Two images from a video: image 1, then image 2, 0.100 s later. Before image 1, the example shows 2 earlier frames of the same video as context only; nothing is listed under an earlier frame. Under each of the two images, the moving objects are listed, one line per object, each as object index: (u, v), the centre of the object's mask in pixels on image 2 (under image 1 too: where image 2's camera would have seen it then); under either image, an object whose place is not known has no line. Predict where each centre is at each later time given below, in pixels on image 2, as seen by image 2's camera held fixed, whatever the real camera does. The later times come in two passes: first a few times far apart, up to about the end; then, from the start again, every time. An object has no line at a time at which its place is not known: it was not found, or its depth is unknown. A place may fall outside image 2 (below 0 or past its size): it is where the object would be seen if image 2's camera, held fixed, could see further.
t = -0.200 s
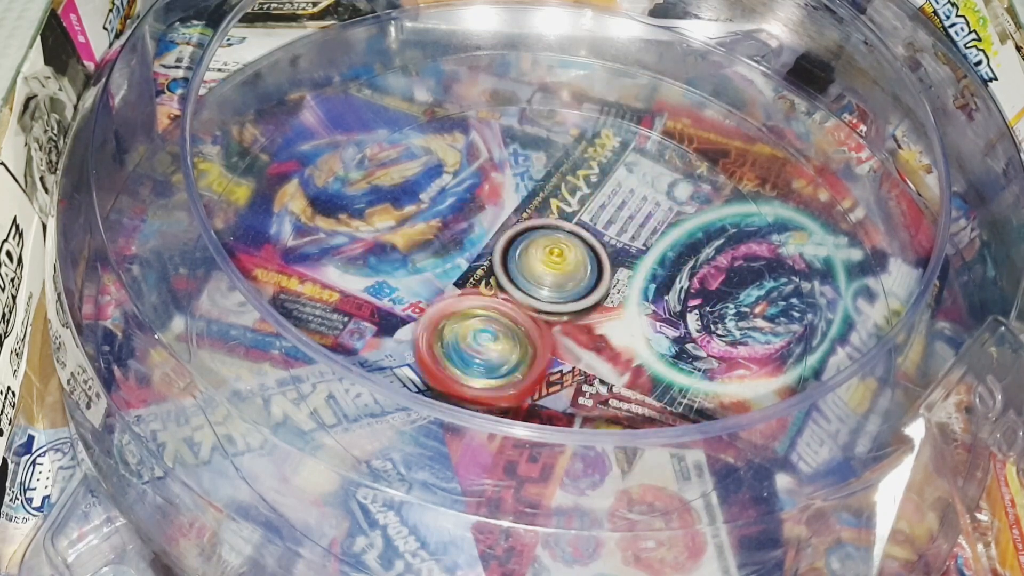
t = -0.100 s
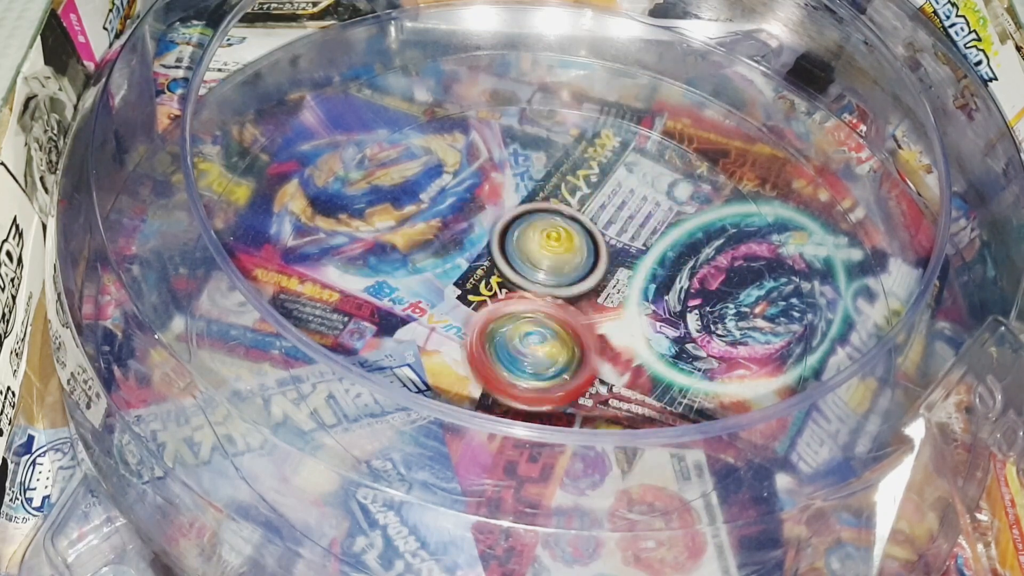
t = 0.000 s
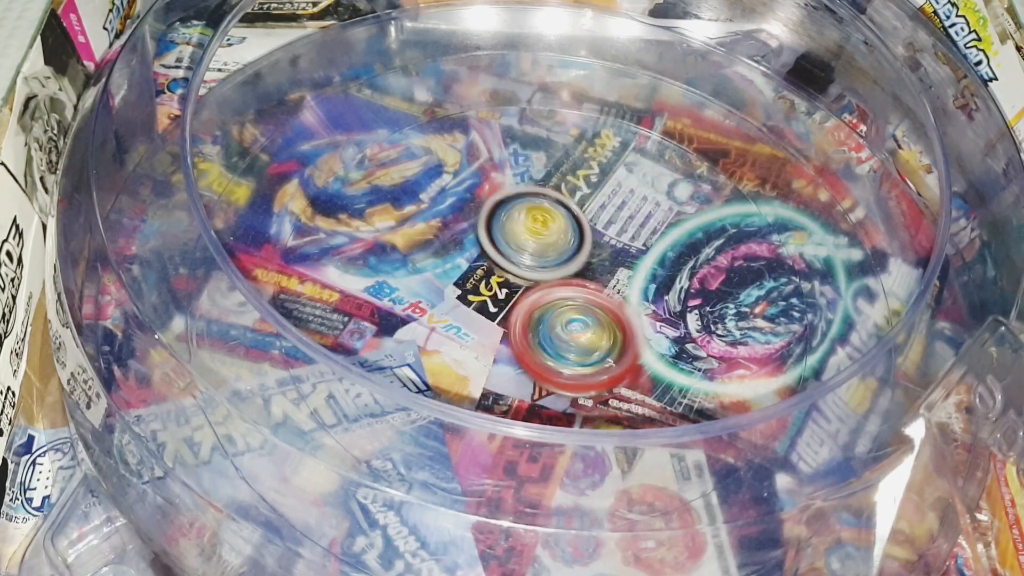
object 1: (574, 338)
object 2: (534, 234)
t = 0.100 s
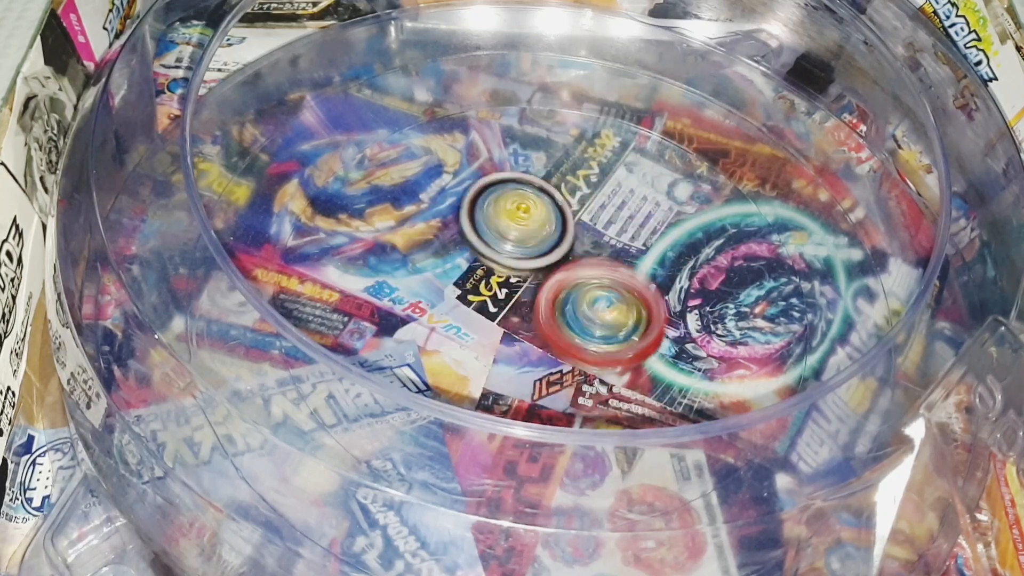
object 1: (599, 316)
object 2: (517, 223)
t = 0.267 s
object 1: (603, 270)
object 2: (477, 224)
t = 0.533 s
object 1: (614, 239)
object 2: (431, 272)
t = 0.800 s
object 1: (601, 243)
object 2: (492, 323)
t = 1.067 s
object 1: (610, 237)
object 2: (555, 333)
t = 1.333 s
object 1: (566, 222)
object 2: (576, 328)
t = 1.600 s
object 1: (508, 247)
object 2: (602, 330)
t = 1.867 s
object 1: (461, 265)
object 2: (600, 309)
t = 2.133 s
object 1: (440, 281)
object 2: (582, 290)
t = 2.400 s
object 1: (418, 258)
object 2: (568, 288)
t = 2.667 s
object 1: (379, 215)
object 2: (549, 292)
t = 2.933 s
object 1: (424, 212)
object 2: (520, 299)
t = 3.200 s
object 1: (468, 177)
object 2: (568, 312)
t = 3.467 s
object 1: (531, 139)
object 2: (582, 340)
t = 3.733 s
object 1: (564, 143)
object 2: (603, 339)
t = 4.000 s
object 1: (610, 207)
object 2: (572, 320)
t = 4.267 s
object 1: (644, 246)
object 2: (521, 323)
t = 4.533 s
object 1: (625, 303)
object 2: (485, 307)
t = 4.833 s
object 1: (637, 353)
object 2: (446, 268)
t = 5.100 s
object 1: (580, 354)
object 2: (481, 257)
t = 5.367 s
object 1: (532, 363)
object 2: (524, 231)
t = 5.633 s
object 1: (503, 324)
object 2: (570, 237)
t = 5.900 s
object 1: (446, 303)
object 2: (647, 239)
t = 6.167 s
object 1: (481, 278)
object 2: (624, 277)
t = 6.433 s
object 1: (493, 249)
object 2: (605, 318)
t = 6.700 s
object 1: (528, 232)
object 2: (550, 337)
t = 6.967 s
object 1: (560, 240)
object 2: (496, 326)
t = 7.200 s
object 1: (591, 256)
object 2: (456, 306)
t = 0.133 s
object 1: (603, 304)
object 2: (510, 223)
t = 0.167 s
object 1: (605, 295)
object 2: (502, 221)
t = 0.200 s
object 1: (605, 286)
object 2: (493, 221)
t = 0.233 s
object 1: (603, 277)
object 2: (486, 223)
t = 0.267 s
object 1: (603, 270)
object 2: (477, 224)
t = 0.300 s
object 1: (598, 262)
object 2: (471, 228)
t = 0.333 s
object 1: (595, 257)
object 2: (465, 234)
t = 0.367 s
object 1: (593, 252)
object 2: (458, 238)
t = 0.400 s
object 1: (587, 247)
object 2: (456, 246)
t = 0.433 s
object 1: (589, 247)
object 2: (447, 251)
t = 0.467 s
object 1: (602, 247)
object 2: (433, 257)
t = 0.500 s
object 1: (610, 244)
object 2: (429, 264)
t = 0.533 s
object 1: (614, 239)
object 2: (431, 272)
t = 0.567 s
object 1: (616, 234)
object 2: (436, 280)
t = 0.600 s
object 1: (616, 230)
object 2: (444, 288)
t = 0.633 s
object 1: (614, 230)
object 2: (454, 295)
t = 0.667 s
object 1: (611, 230)
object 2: (465, 301)
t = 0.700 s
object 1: (604, 233)
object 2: (477, 306)
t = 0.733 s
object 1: (595, 239)
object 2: (490, 310)
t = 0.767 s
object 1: (591, 244)
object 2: (497, 314)
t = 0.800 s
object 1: (601, 243)
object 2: (492, 323)
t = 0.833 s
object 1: (607, 243)
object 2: (494, 328)
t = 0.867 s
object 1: (610, 242)
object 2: (504, 332)
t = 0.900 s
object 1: (611, 241)
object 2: (514, 334)
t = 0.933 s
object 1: (612, 240)
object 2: (526, 334)
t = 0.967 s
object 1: (610, 242)
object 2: (536, 334)
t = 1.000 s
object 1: (609, 243)
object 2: (544, 333)
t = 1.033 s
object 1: (609, 240)
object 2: (550, 334)
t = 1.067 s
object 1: (610, 237)
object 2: (555, 333)
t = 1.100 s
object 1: (610, 232)
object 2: (558, 334)
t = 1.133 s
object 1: (608, 225)
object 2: (558, 335)
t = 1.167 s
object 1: (604, 221)
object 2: (562, 333)
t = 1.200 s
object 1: (598, 220)
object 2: (566, 329)
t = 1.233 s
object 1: (590, 222)
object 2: (570, 327)
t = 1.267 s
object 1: (583, 220)
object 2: (572, 328)
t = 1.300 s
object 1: (575, 221)
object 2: (574, 327)
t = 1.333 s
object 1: (566, 222)
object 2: (576, 328)
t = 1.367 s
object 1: (557, 219)
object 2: (578, 332)
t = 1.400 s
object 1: (547, 222)
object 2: (581, 332)
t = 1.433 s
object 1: (540, 226)
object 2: (584, 331)
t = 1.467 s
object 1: (532, 229)
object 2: (588, 332)
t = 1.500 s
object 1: (525, 235)
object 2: (590, 332)
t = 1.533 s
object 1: (518, 239)
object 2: (593, 331)
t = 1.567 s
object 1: (514, 245)
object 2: (598, 328)
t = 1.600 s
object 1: (508, 247)
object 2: (602, 330)
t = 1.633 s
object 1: (503, 252)
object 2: (604, 326)
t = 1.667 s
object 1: (498, 254)
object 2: (607, 325)
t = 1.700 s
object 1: (487, 249)
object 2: (615, 329)
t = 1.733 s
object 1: (477, 247)
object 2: (616, 326)
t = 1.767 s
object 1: (468, 248)
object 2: (615, 322)
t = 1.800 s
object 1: (463, 251)
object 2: (612, 317)
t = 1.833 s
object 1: (460, 258)
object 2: (607, 313)
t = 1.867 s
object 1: (461, 265)
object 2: (600, 309)
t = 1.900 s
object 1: (463, 270)
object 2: (597, 308)
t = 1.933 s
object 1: (447, 266)
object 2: (609, 309)
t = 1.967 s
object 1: (438, 264)
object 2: (614, 309)
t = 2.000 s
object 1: (434, 265)
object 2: (612, 306)
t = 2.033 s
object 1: (430, 268)
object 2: (606, 301)
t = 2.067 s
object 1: (429, 272)
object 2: (599, 297)
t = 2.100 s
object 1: (433, 276)
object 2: (591, 293)
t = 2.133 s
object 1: (440, 281)
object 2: (582, 290)
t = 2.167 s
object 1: (442, 279)
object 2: (579, 289)
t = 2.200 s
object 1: (430, 272)
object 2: (591, 293)
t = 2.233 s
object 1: (424, 269)
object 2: (596, 294)
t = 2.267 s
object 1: (421, 266)
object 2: (596, 294)
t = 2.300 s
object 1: (419, 265)
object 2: (590, 294)
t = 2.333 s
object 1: (418, 263)
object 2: (582, 292)
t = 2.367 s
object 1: (418, 261)
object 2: (575, 289)
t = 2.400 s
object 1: (418, 258)
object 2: (568, 288)
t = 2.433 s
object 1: (418, 254)
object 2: (561, 288)
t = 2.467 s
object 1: (419, 251)
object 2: (553, 287)
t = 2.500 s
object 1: (419, 246)
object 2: (549, 287)
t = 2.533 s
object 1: (405, 235)
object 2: (558, 292)
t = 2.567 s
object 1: (395, 227)
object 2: (561, 294)
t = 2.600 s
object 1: (388, 222)
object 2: (558, 295)
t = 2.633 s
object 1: (383, 218)
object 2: (553, 294)
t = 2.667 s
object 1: (379, 215)
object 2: (549, 292)
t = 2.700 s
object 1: (377, 211)
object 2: (544, 291)
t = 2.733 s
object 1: (377, 207)
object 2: (540, 291)
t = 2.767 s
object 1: (380, 205)
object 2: (535, 292)
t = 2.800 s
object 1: (386, 204)
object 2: (530, 292)
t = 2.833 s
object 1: (394, 205)
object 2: (526, 292)
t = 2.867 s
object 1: (403, 206)
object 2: (523, 294)
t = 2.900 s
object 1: (413, 209)
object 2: (521, 296)
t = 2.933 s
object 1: (424, 212)
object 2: (520, 299)
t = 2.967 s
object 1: (426, 204)
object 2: (529, 310)
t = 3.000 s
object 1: (431, 195)
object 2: (537, 318)
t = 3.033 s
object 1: (437, 189)
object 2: (543, 321)
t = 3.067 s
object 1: (442, 185)
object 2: (549, 321)
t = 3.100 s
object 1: (446, 182)
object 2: (555, 321)
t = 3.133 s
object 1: (453, 179)
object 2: (560, 319)
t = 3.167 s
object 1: (460, 177)
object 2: (564, 316)
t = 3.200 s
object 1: (468, 177)
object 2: (568, 312)
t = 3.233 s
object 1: (476, 176)
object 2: (571, 307)
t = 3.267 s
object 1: (485, 177)
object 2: (574, 303)
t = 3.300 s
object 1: (494, 179)
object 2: (574, 299)
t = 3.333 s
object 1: (504, 181)
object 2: (574, 294)
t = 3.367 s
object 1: (514, 184)
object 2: (573, 290)
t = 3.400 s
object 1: (523, 180)
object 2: (573, 296)
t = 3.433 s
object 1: (527, 156)
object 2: (579, 321)
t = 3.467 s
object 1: (531, 139)
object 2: (582, 340)
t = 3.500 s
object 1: (537, 128)
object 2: (583, 349)
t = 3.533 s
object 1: (541, 124)
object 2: (583, 352)
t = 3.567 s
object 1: (545, 124)
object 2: (585, 351)
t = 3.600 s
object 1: (548, 125)
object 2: (589, 349)
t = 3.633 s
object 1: (551, 128)
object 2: (593, 347)
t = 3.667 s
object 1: (554, 132)
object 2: (596, 345)
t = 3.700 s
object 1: (559, 137)
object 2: (600, 343)
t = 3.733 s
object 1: (564, 143)
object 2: (603, 339)
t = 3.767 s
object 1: (570, 151)
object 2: (606, 336)
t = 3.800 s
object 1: (576, 160)
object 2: (606, 334)
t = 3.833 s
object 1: (582, 170)
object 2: (606, 327)
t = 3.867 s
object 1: (588, 180)
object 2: (603, 322)
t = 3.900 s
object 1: (592, 191)
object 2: (598, 318)
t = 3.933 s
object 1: (597, 202)
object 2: (592, 312)
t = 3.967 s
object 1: (602, 209)
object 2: (585, 312)
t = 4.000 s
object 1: (610, 207)
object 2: (572, 320)
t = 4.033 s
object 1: (618, 208)
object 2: (561, 322)
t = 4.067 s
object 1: (624, 212)
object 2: (554, 323)
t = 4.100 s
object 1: (629, 217)
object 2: (548, 325)
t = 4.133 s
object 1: (634, 221)
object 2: (542, 325)
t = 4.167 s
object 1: (637, 227)
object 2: (537, 324)
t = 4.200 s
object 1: (640, 233)
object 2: (531, 324)
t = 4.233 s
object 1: (643, 240)
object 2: (526, 324)
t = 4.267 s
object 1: (644, 246)
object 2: (521, 323)
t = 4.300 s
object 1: (643, 254)
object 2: (517, 322)
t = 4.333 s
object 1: (641, 262)
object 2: (514, 321)
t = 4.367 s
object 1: (639, 270)
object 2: (509, 320)
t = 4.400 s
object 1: (637, 277)
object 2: (506, 318)
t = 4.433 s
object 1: (633, 284)
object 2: (503, 316)
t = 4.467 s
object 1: (627, 291)
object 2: (499, 314)
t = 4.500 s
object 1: (626, 297)
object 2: (491, 310)
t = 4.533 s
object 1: (625, 303)
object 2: (485, 307)
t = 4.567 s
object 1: (623, 309)
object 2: (481, 305)
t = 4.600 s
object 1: (618, 314)
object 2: (477, 304)
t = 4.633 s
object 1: (613, 320)
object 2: (475, 301)
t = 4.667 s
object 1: (607, 325)
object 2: (473, 299)
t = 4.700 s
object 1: (619, 334)
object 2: (460, 289)
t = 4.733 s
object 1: (633, 340)
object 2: (450, 279)
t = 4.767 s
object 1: (639, 345)
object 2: (446, 273)
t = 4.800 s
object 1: (639, 349)
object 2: (446, 269)
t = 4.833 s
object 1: (637, 353)
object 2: (446, 268)
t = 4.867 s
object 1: (633, 356)
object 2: (448, 266)
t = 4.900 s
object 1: (627, 358)
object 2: (451, 264)
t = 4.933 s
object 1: (621, 360)
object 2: (454, 263)
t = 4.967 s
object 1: (615, 361)
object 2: (459, 262)
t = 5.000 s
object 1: (606, 361)
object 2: (464, 260)
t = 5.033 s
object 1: (597, 360)
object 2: (470, 258)
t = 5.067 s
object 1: (589, 357)
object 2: (475, 258)
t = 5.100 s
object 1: (580, 354)
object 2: (481, 257)
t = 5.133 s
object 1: (570, 351)
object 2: (488, 257)
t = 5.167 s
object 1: (560, 350)
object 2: (494, 256)
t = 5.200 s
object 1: (556, 357)
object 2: (498, 247)
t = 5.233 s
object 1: (552, 362)
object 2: (503, 239)
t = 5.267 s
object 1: (546, 363)
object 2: (508, 237)
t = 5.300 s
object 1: (543, 364)
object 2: (513, 234)
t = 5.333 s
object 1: (538, 364)
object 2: (518, 232)
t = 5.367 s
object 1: (532, 363)
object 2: (524, 231)
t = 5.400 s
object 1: (529, 360)
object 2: (529, 230)
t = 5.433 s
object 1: (522, 358)
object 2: (535, 229)
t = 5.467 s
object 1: (516, 353)
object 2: (541, 230)
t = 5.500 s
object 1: (514, 349)
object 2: (547, 230)
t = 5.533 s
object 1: (509, 344)
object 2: (553, 232)
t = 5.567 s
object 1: (506, 337)
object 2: (558, 233)
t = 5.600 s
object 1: (505, 331)
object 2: (564, 235)
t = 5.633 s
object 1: (503, 324)
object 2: (570, 237)
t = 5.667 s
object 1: (502, 318)
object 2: (576, 240)
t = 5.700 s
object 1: (484, 317)
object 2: (592, 237)
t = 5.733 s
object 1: (464, 317)
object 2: (612, 231)
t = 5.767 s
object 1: (453, 316)
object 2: (628, 230)
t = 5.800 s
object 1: (450, 312)
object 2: (638, 231)
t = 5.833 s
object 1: (447, 309)
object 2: (643, 233)
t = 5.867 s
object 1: (447, 306)
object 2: (645, 236)
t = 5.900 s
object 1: (446, 303)
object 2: (647, 239)
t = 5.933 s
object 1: (446, 299)
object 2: (647, 243)
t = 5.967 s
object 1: (448, 295)
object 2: (646, 247)
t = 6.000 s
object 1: (451, 291)
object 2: (644, 252)
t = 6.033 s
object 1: (455, 289)
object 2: (642, 257)
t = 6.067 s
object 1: (460, 284)
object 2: (638, 263)
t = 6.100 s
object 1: (466, 282)
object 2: (634, 268)
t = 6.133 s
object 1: (475, 280)
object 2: (630, 273)
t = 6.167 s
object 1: (481, 278)
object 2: (624, 277)
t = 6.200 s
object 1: (489, 276)
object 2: (617, 281)
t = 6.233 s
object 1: (481, 268)
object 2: (623, 288)
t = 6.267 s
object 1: (473, 261)
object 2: (626, 297)
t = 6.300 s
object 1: (476, 257)
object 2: (622, 303)
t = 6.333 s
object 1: (480, 256)
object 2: (617, 306)
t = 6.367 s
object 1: (487, 256)
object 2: (612, 309)
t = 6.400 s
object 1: (491, 255)
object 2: (605, 312)
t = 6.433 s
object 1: (493, 249)
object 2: (605, 318)
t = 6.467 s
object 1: (495, 243)
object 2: (602, 325)
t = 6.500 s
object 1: (502, 240)
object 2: (597, 330)
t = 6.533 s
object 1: (507, 241)
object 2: (590, 331)
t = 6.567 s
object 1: (512, 241)
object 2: (583, 329)
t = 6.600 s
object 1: (515, 236)
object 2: (577, 332)
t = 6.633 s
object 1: (520, 232)
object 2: (568, 340)
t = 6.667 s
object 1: (524, 231)
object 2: (558, 339)
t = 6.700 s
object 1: (528, 232)
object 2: (550, 337)
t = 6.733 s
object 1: (533, 227)
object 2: (541, 340)
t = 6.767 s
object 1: (541, 226)
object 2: (530, 342)
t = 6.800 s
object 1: (544, 225)
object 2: (523, 342)
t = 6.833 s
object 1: (549, 228)
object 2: (516, 339)
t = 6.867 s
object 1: (552, 229)
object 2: (510, 337)
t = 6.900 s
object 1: (555, 233)
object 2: (505, 334)
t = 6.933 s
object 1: (558, 235)
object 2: (500, 330)
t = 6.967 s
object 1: (560, 240)
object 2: (496, 326)
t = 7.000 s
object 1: (562, 242)
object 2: (490, 322)
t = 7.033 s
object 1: (576, 240)
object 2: (475, 324)
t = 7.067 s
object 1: (588, 238)
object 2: (463, 322)
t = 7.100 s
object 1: (594, 245)
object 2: (460, 319)
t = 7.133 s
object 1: (592, 249)
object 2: (457, 315)
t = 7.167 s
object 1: (593, 253)
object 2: (456, 311)
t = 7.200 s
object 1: (591, 256)
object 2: (456, 306)
